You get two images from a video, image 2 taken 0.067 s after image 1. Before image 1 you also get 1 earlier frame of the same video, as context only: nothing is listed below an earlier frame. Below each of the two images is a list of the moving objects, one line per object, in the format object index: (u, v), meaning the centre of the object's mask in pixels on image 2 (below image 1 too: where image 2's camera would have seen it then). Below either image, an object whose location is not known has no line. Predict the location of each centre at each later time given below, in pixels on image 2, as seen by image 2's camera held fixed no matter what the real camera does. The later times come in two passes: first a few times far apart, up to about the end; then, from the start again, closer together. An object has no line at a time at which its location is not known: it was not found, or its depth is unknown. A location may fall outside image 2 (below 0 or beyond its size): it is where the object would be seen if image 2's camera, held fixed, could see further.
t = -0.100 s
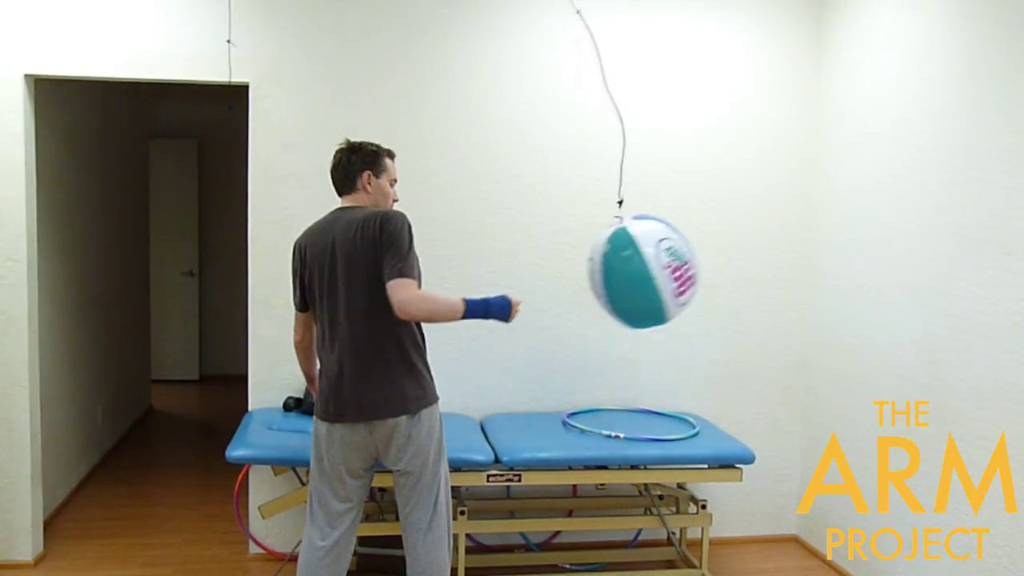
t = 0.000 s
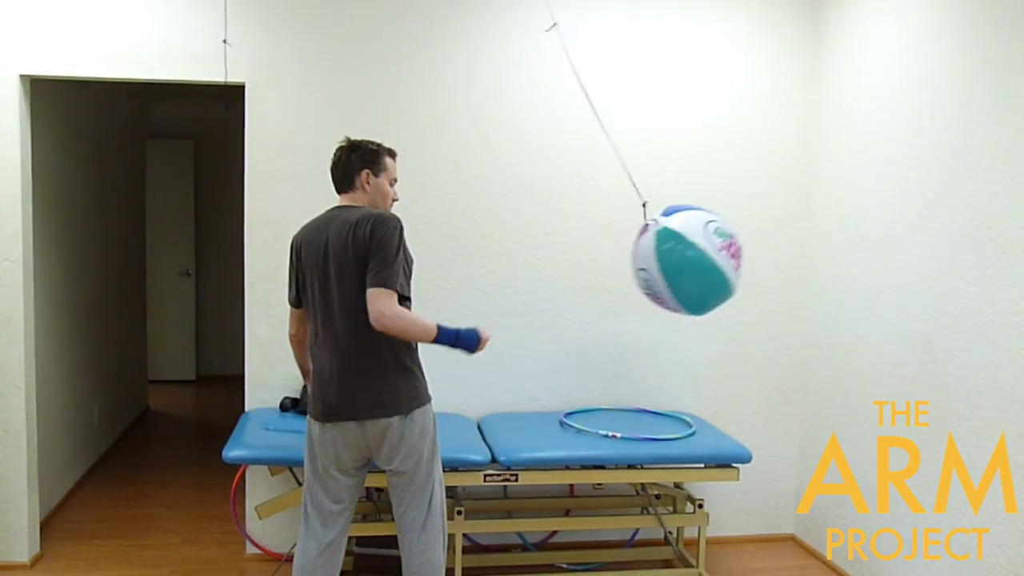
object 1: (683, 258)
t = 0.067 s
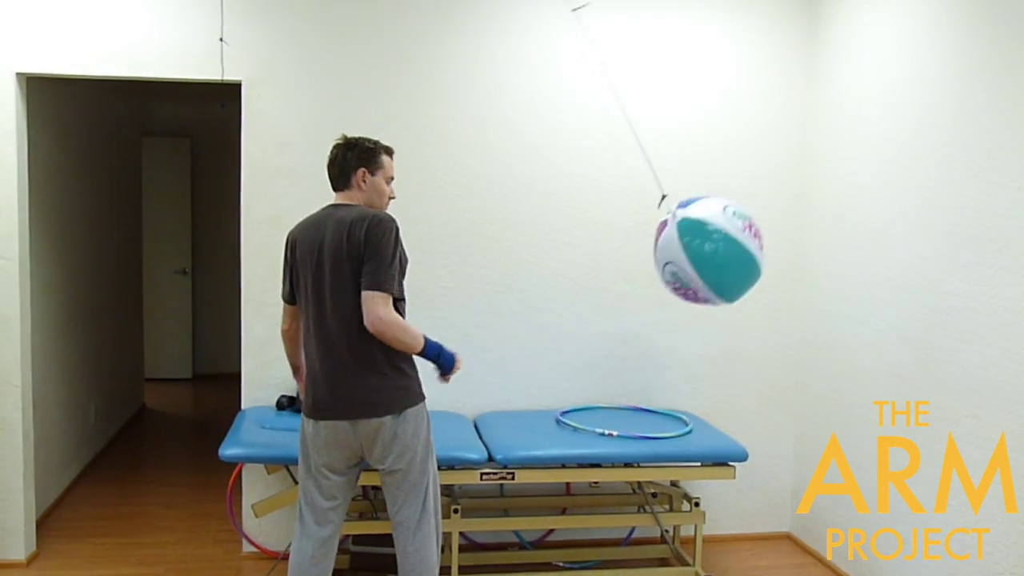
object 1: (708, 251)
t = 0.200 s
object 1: (738, 232)
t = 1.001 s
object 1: (596, 303)
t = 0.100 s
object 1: (718, 245)
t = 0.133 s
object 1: (726, 240)
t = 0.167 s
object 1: (733, 236)
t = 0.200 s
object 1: (738, 232)
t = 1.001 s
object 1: (596, 303)
